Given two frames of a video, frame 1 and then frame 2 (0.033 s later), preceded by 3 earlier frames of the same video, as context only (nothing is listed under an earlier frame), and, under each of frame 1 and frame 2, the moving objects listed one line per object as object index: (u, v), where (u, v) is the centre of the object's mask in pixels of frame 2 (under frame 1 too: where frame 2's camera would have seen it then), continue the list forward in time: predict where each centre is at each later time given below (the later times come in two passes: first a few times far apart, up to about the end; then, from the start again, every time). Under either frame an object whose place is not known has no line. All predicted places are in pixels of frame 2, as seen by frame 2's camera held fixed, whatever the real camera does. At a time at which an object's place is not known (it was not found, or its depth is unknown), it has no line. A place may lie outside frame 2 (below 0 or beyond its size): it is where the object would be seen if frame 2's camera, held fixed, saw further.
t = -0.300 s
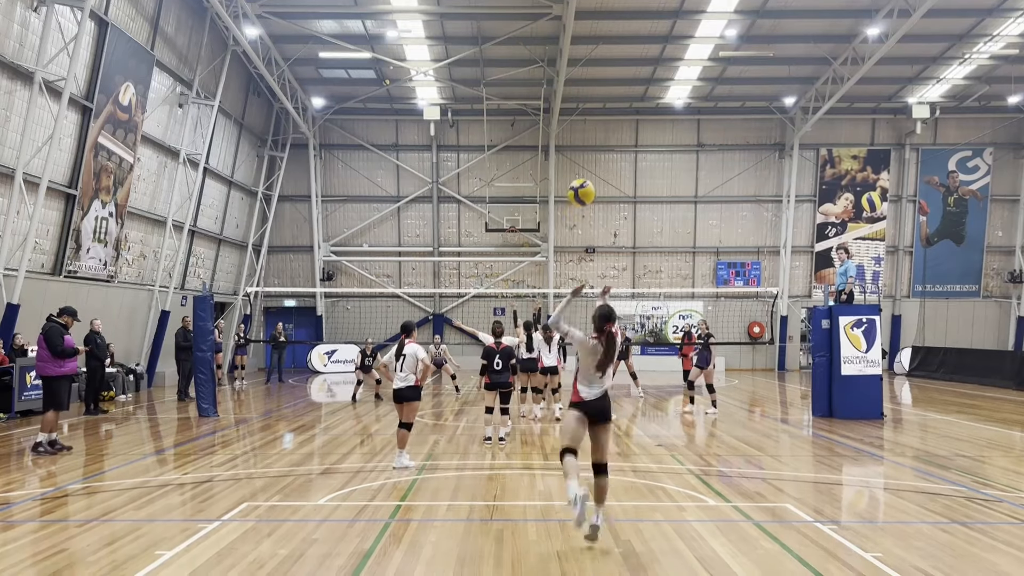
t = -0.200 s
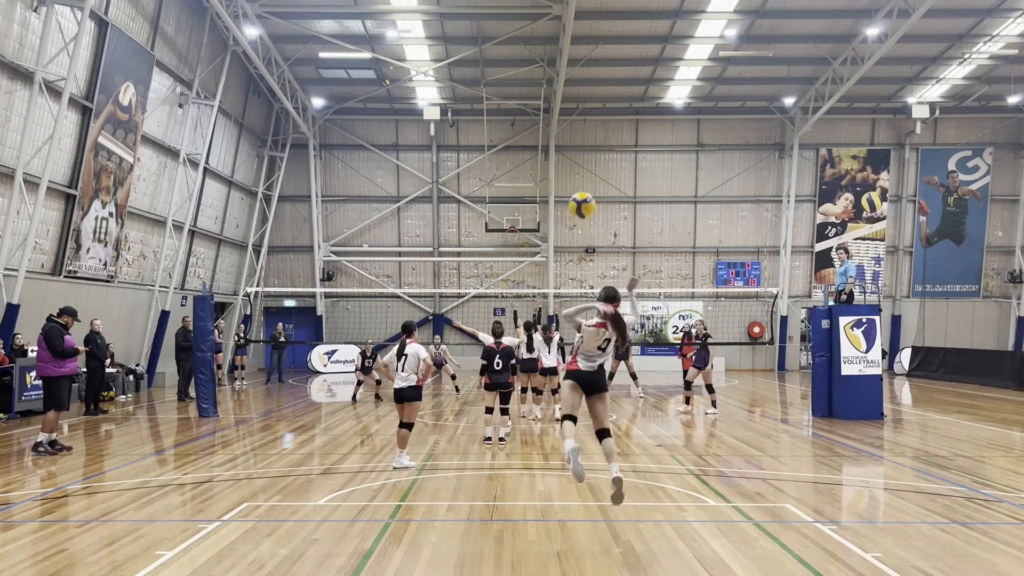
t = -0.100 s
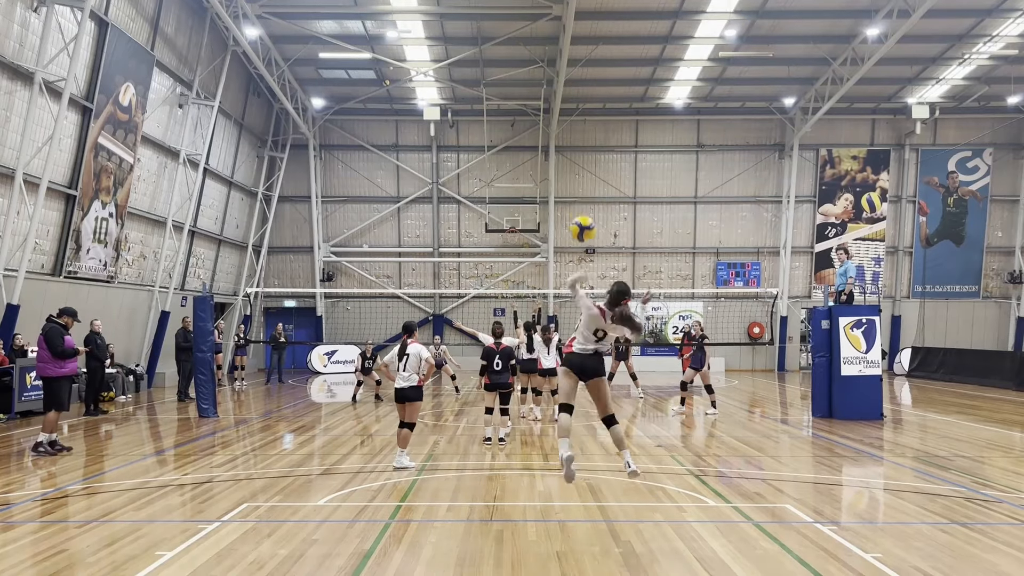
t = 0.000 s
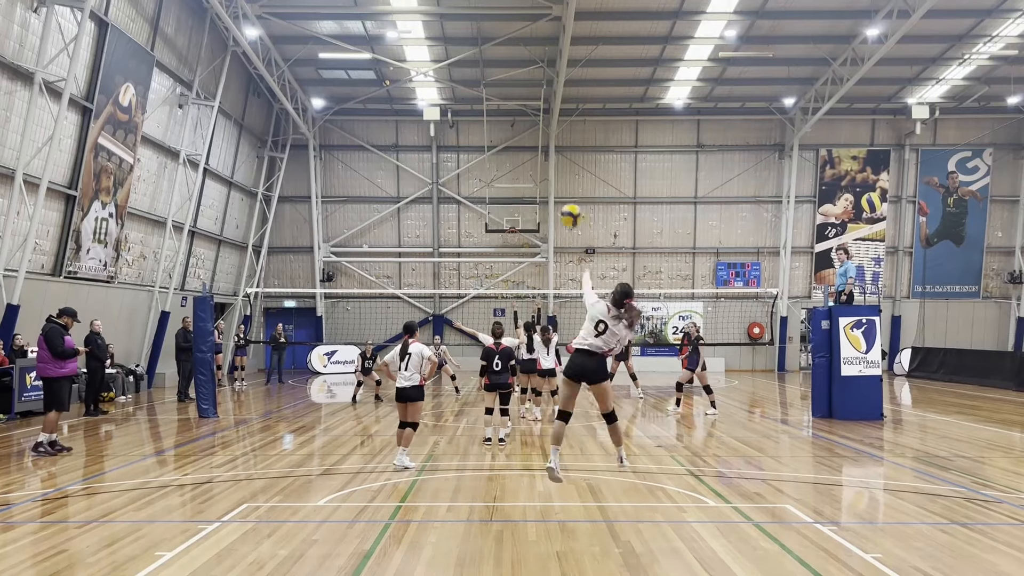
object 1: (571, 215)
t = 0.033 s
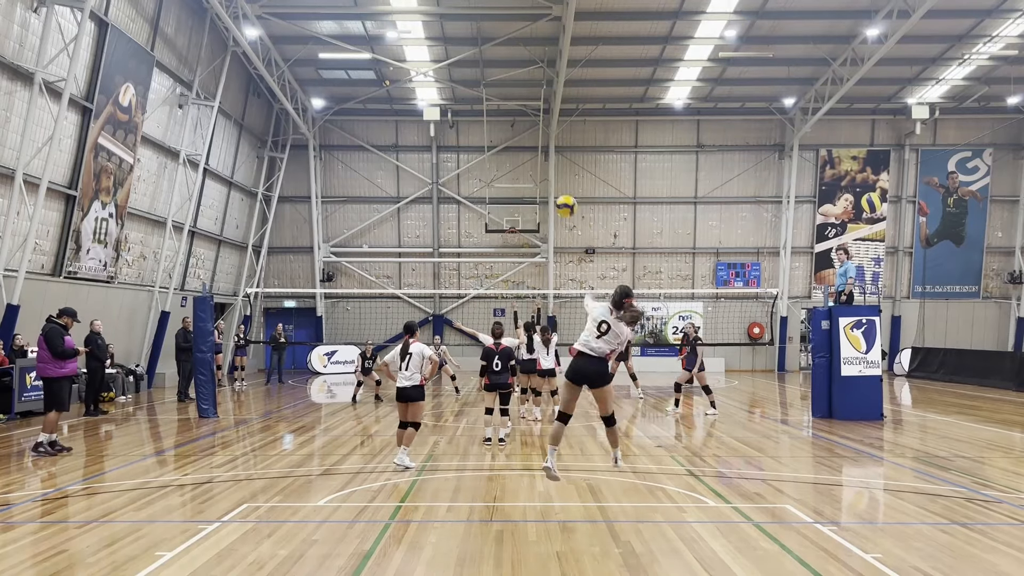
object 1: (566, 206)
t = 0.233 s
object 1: (545, 182)
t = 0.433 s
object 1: (533, 188)
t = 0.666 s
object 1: (522, 213)
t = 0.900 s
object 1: (514, 250)
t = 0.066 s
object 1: (562, 198)
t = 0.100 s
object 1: (558, 192)
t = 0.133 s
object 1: (554, 187)
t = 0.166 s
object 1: (550, 185)
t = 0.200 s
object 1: (548, 183)
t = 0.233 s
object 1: (545, 182)
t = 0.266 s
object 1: (543, 181)
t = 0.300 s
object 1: (542, 181)
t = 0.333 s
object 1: (539, 181)
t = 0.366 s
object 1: (537, 183)
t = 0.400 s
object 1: (535, 185)
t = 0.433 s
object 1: (533, 188)
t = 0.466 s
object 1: (531, 190)
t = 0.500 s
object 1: (530, 193)
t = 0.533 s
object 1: (528, 197)
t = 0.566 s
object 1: (526, 200)
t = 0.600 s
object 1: (525, 203)
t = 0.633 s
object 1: (523, 208)
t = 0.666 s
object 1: (522, 213)
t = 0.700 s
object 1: (521, 217)
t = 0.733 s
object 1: (520, 223)
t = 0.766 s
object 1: (519, 228)
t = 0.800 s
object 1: (517, 232)
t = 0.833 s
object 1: (516, 238)
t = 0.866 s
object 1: (516, 243)
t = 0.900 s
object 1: (514, 250)
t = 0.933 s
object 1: (513, 256)
